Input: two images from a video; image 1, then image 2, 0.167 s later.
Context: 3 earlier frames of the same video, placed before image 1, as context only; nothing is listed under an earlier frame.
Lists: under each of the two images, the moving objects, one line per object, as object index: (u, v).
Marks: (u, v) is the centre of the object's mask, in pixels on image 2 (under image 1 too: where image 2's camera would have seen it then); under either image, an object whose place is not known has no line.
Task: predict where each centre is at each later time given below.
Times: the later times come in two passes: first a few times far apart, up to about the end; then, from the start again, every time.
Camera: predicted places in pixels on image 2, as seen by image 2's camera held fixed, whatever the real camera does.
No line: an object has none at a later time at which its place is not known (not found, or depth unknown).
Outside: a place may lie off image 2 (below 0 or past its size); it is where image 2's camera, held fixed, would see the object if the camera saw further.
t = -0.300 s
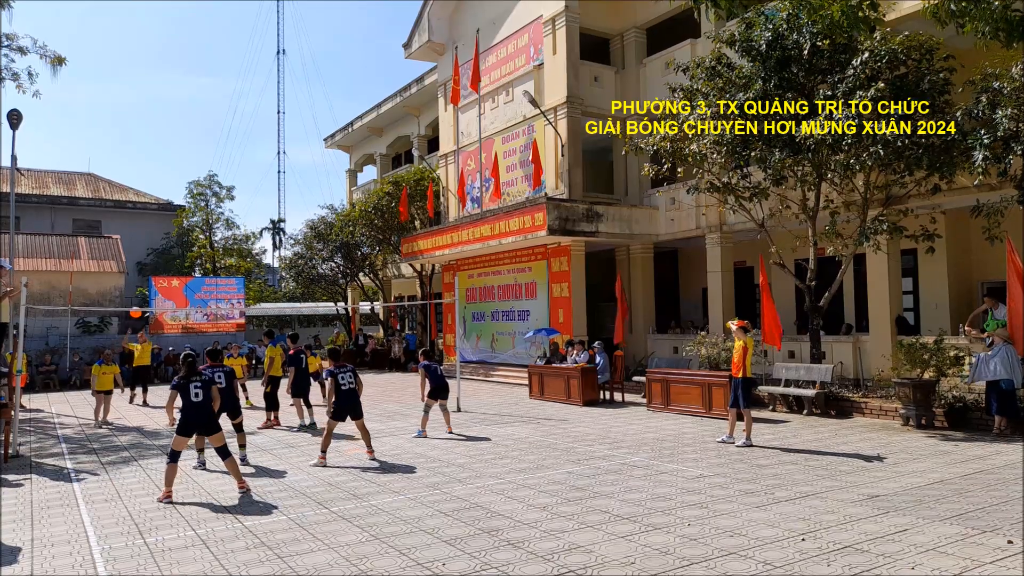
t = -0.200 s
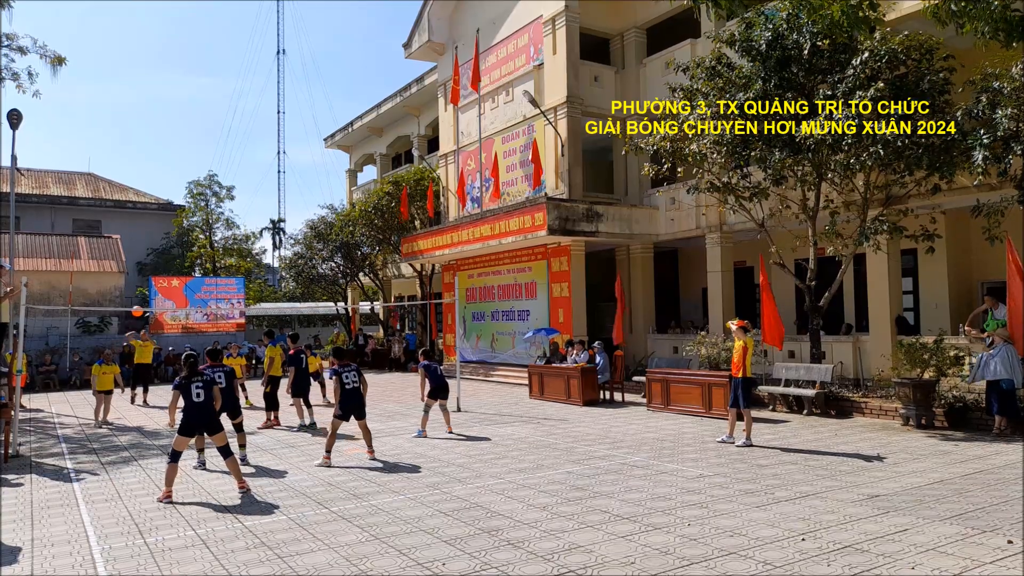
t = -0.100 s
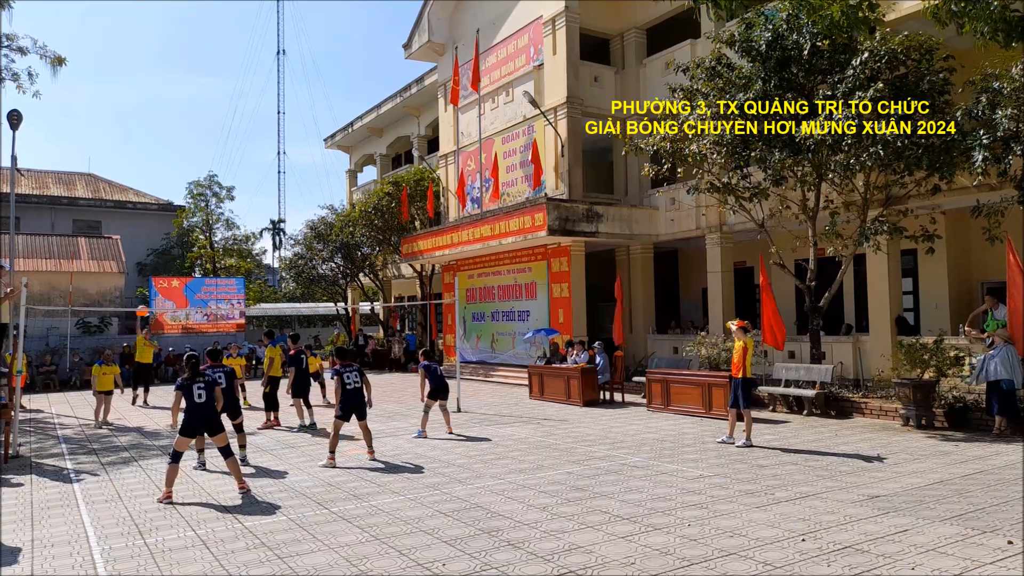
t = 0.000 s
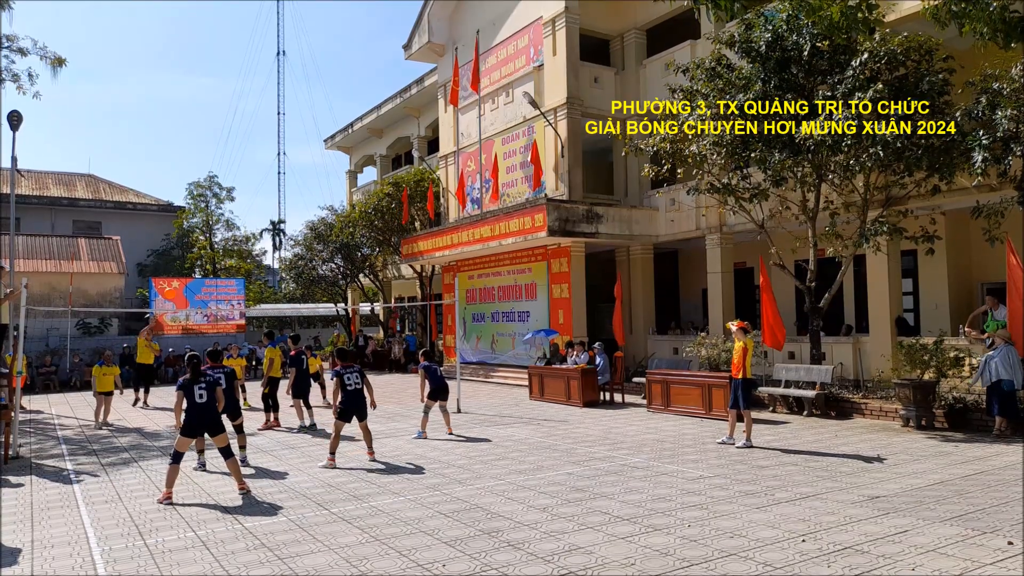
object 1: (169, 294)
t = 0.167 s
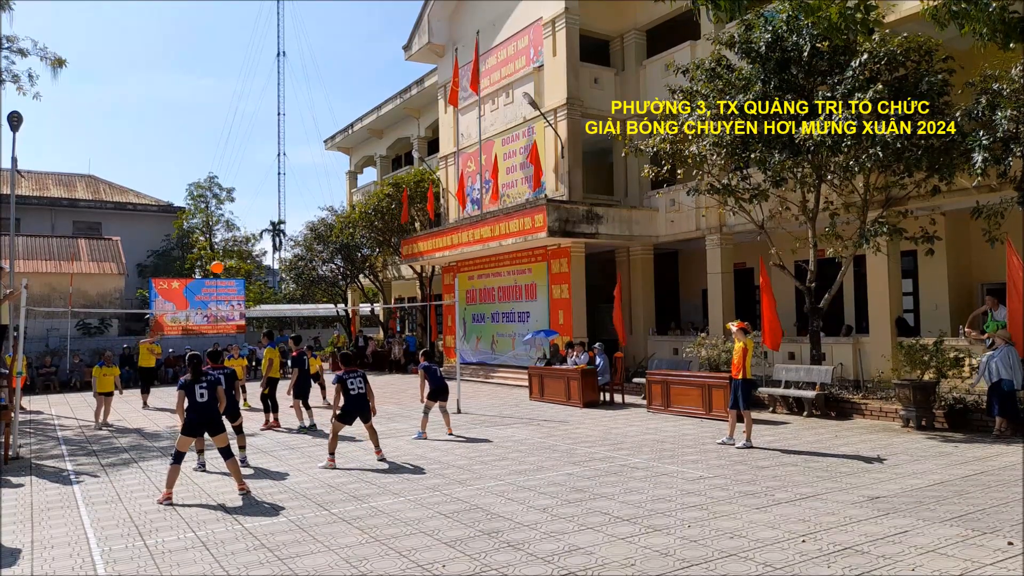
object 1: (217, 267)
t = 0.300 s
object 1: (257, 254)
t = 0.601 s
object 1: (355, 255)
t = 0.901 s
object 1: (469, 319)
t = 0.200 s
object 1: (226, 263)
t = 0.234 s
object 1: (237, 260)
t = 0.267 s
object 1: (247, 257)
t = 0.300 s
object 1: (257, 254)
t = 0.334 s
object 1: (267, 251)
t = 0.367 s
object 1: (277, 249)
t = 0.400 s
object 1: (288, 248)
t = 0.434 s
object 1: (299, 247)
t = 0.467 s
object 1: (310, 247)
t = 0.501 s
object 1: (321, 248)
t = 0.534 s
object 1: (332, 250)
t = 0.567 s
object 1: (343, 252)
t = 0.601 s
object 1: (355, 255)
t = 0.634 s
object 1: (367, 259)
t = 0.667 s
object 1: (379, 263)
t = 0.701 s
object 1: (391, 269)
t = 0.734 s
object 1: (403, 274)
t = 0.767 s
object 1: (416, 282)
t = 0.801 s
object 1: (429, 290)
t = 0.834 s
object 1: (442, 299)
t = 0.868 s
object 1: (455, 308)
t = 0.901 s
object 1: (469, 319)
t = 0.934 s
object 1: (482, 330)
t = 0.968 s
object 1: (496, 342)
